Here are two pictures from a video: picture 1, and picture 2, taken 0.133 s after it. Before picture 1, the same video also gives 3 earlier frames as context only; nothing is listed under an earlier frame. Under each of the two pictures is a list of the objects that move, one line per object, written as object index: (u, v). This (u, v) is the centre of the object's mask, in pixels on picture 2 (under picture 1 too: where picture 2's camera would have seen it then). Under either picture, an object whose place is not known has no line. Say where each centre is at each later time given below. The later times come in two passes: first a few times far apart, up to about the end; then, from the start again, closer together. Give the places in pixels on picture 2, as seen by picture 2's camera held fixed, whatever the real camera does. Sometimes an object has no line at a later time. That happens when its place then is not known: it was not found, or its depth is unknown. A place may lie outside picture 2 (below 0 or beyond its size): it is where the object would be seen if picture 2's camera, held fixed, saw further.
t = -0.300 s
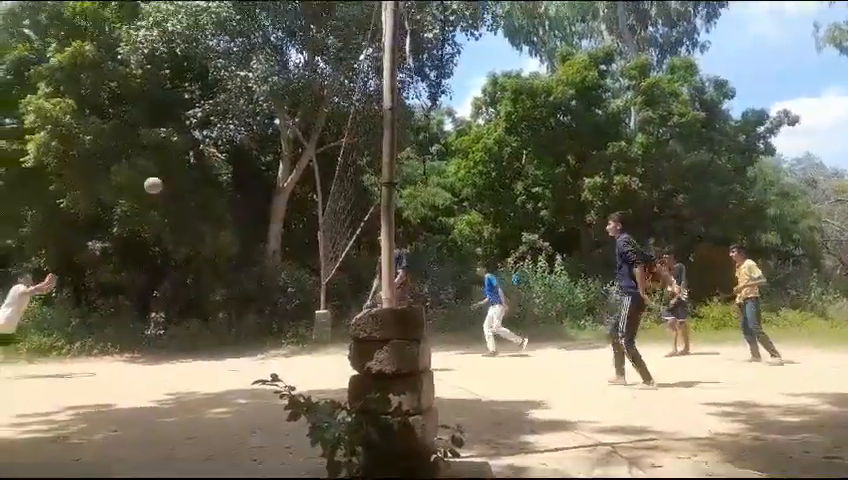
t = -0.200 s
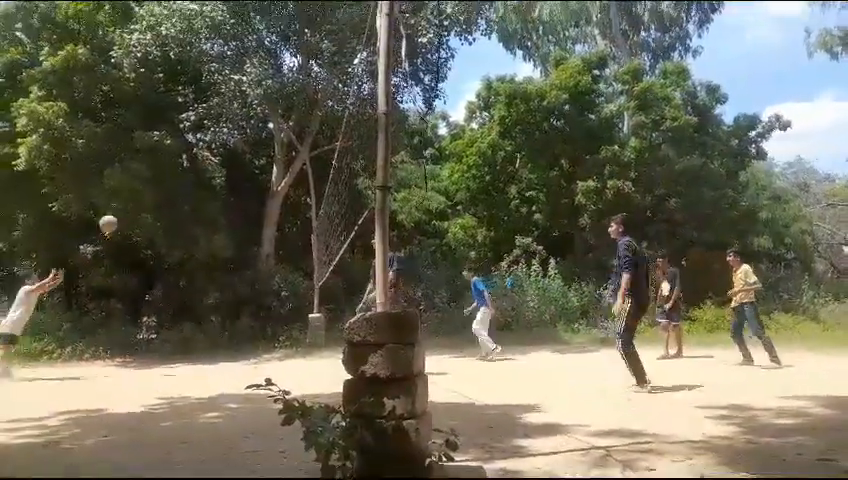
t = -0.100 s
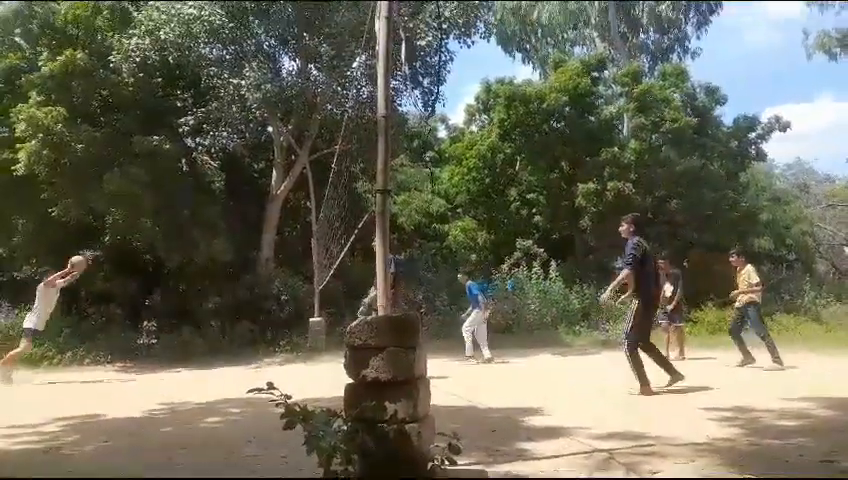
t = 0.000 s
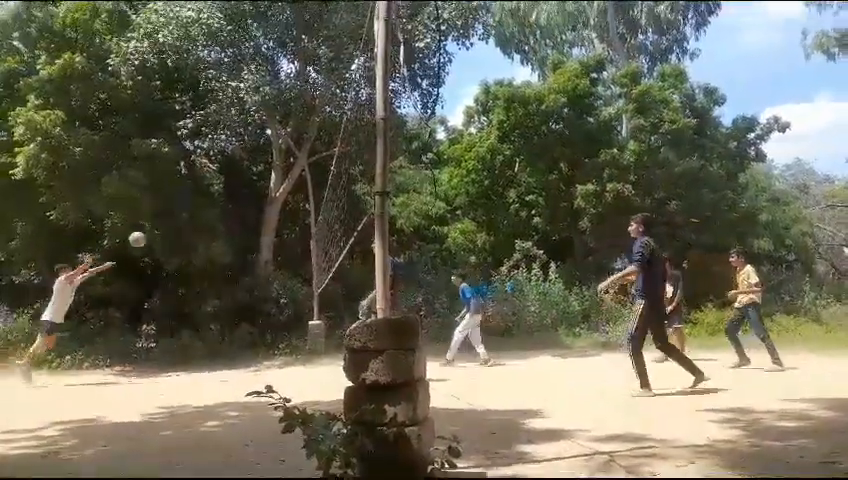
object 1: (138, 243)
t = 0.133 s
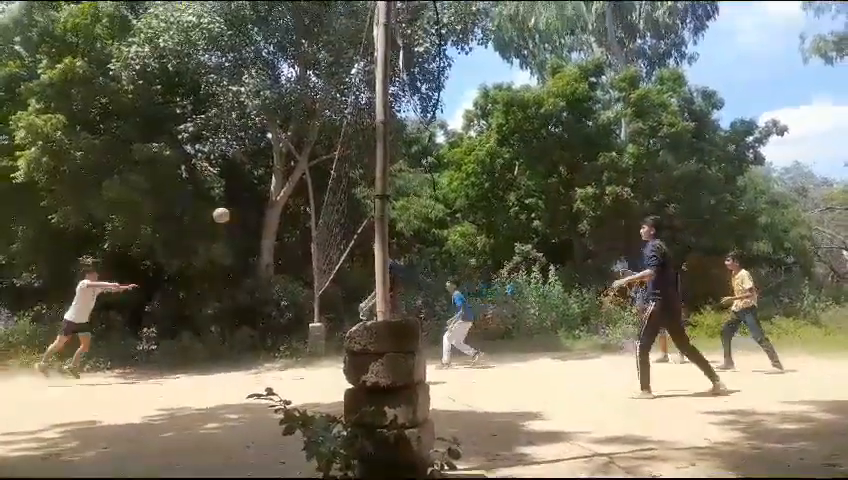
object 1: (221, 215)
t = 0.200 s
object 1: (261, 206)
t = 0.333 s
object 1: (335, 196)
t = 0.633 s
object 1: (498, 212)
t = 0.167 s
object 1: (240, 210)
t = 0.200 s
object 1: (261, 206)
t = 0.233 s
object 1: (280, 202)
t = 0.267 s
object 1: (298, 199)
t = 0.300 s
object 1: (318, 197)
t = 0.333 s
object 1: (335, 196)
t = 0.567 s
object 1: (462, 204)
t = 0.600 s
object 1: (480, 208)
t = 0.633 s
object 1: (498, 212)
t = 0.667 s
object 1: (516, 217)
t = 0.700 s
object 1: (533, 223)
